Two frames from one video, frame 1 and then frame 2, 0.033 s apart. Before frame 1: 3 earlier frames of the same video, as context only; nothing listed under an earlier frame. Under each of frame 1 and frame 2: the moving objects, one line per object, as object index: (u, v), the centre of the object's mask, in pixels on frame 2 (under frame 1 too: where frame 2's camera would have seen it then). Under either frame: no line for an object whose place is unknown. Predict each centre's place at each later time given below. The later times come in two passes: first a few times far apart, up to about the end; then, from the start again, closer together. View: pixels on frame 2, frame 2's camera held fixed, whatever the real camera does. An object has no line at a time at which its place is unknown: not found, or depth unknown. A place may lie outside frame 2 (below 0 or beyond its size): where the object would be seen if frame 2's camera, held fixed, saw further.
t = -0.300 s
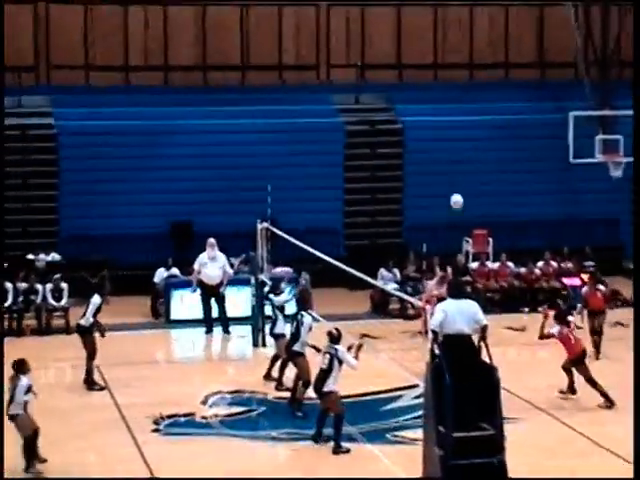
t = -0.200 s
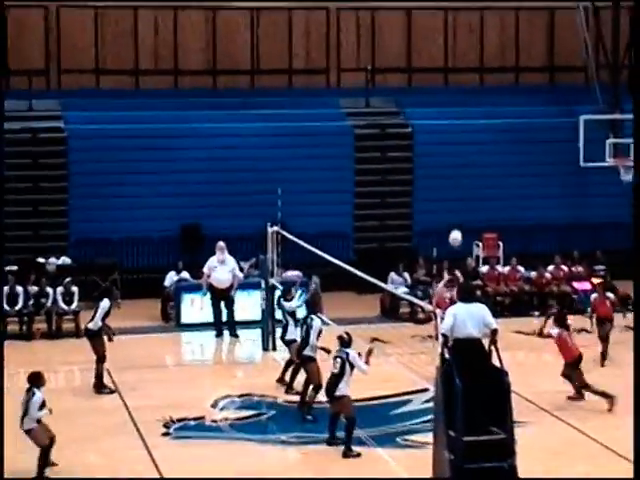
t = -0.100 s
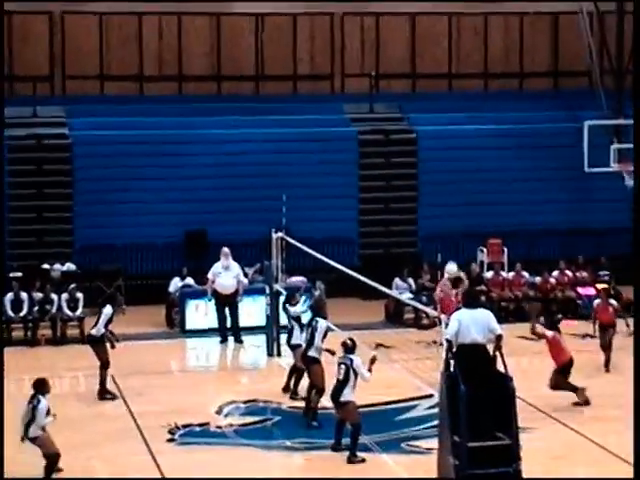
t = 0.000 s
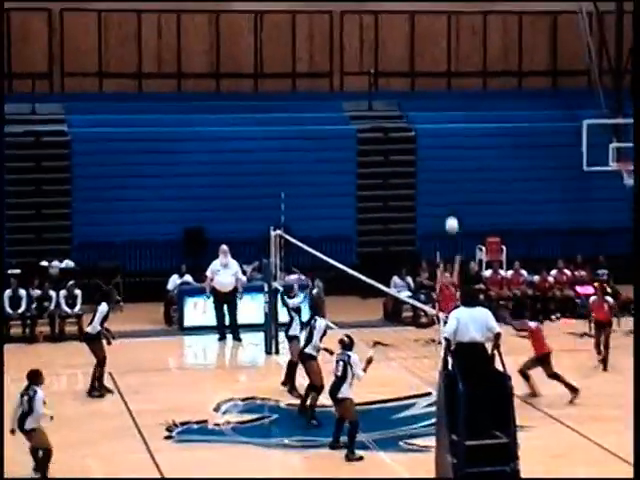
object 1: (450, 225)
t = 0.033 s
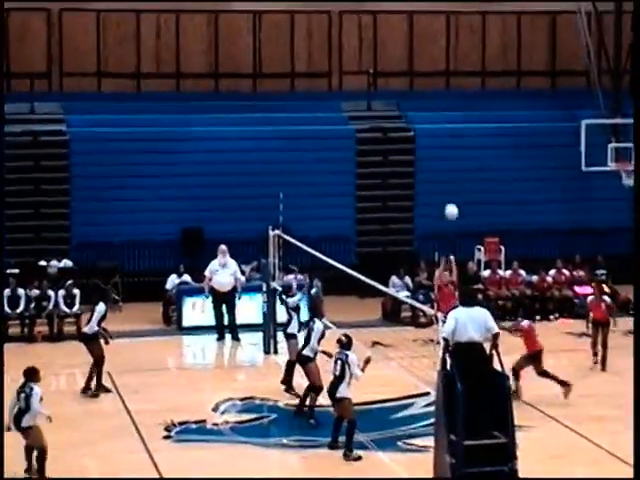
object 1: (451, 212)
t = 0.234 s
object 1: (456, 146)
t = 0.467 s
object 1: (460, 99)
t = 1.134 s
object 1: (469, 169)
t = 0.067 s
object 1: (452, 199)
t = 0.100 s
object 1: (453, 187)
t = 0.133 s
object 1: (454, 176)
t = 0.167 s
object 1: (454, 165)
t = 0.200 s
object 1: (455, 155)
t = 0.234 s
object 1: (456, 146)
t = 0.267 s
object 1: (456, 137)
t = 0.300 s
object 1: (457, 129)
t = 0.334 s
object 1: (458, 122)
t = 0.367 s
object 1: (458, 115)
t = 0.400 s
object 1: (459, 109)
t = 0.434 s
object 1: (460, 103)
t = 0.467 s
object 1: (460, 99)
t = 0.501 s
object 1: (460, 95)
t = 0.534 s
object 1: (461, 92)
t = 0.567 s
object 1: (461, 89)
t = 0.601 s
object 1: (461, 88)
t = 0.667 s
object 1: (462, 87)
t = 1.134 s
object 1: (469, 169)
